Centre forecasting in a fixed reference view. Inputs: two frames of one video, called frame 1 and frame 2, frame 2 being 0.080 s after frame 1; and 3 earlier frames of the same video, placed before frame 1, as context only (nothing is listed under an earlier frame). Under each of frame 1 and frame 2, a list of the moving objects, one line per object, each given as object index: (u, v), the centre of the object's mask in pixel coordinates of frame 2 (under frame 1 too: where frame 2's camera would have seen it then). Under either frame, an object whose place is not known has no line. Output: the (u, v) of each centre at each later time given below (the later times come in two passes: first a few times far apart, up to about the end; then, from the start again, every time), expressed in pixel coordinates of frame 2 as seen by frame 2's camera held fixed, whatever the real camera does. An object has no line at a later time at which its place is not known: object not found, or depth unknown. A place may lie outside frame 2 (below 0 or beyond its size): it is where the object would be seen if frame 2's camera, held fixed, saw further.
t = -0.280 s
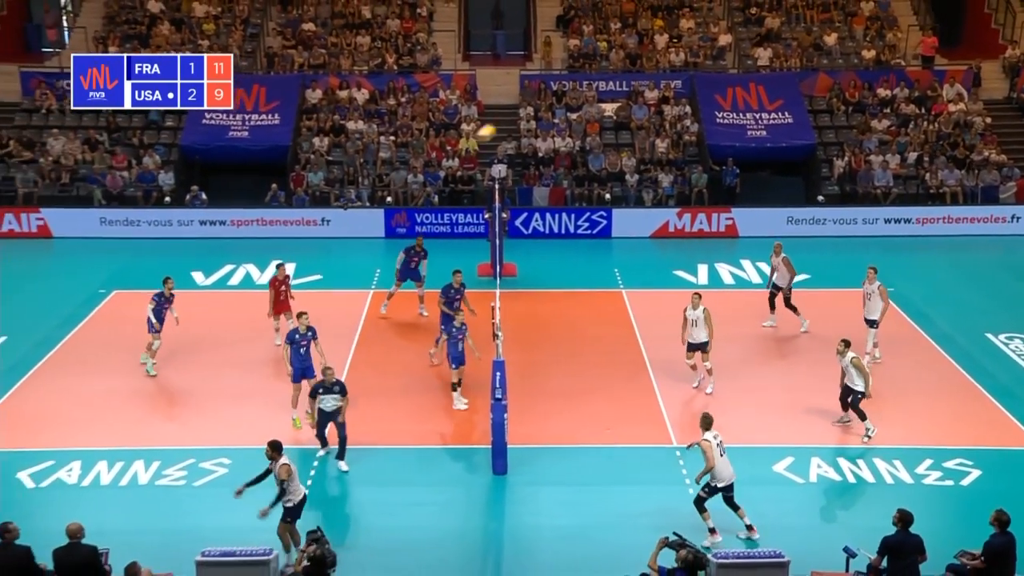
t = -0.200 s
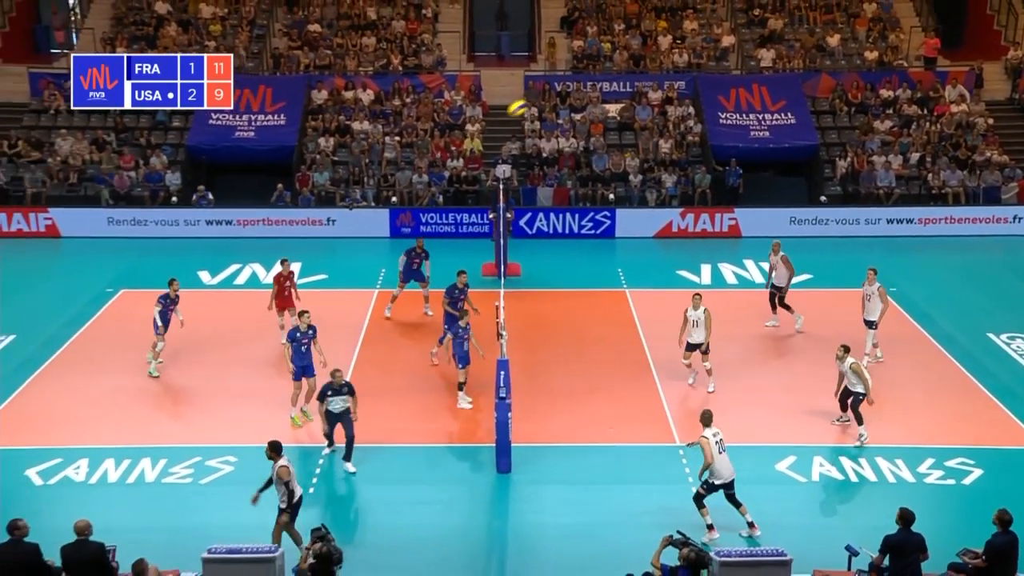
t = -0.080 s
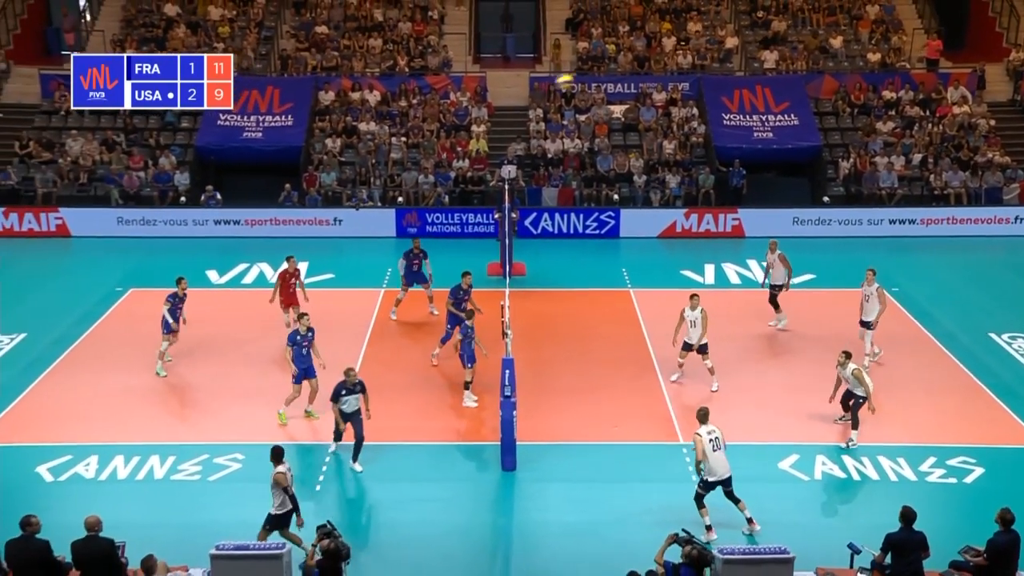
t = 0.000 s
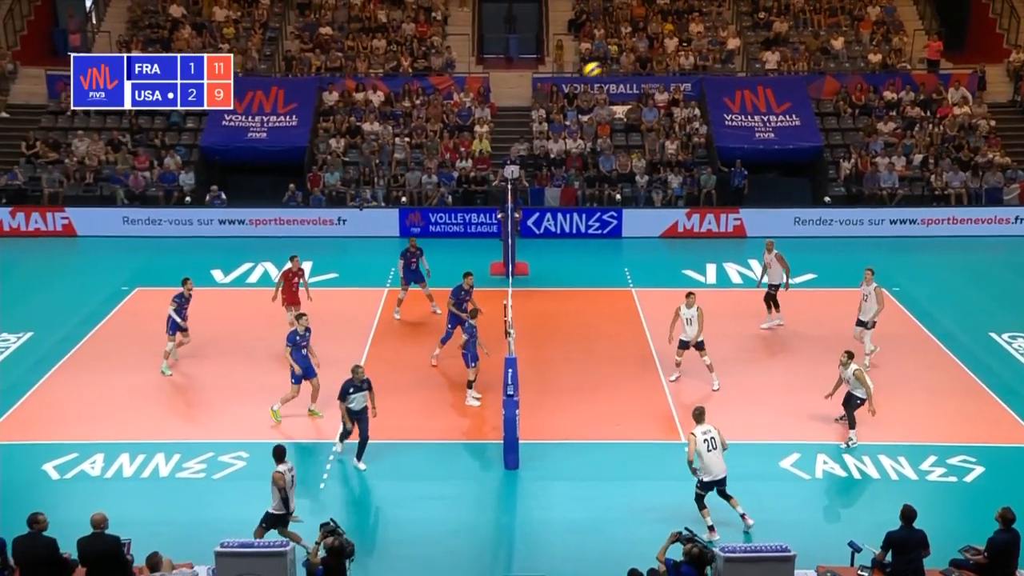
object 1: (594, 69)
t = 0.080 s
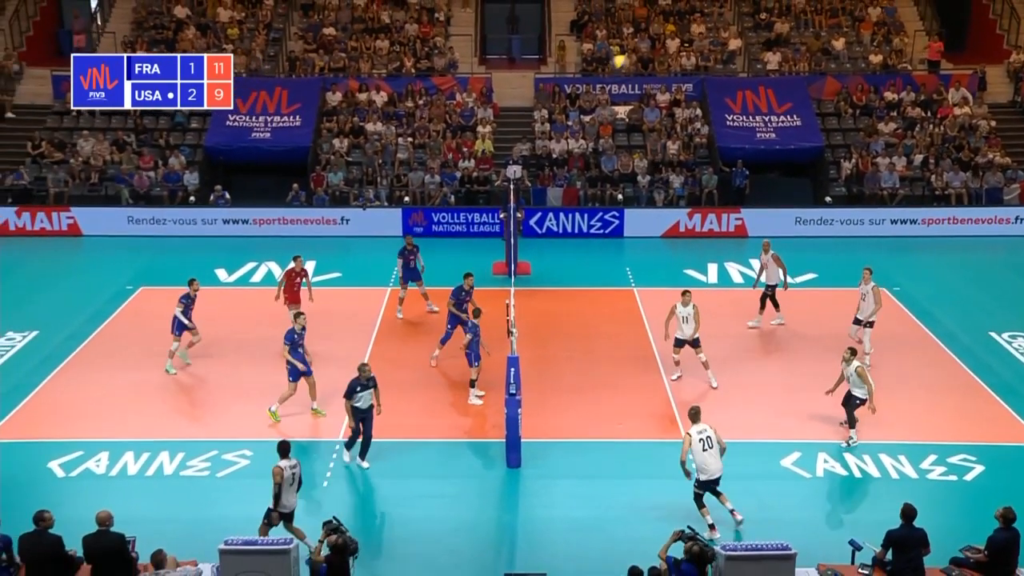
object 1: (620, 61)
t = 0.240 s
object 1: (667, 62)
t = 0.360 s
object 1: (702, 73)
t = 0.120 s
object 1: (632, 61)
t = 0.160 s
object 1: (644, 61)
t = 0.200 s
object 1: (656, 61)
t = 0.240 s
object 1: (667, 62)
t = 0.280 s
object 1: (678, 64)
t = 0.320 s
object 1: (691, 68)
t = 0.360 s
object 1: (702, 73)
